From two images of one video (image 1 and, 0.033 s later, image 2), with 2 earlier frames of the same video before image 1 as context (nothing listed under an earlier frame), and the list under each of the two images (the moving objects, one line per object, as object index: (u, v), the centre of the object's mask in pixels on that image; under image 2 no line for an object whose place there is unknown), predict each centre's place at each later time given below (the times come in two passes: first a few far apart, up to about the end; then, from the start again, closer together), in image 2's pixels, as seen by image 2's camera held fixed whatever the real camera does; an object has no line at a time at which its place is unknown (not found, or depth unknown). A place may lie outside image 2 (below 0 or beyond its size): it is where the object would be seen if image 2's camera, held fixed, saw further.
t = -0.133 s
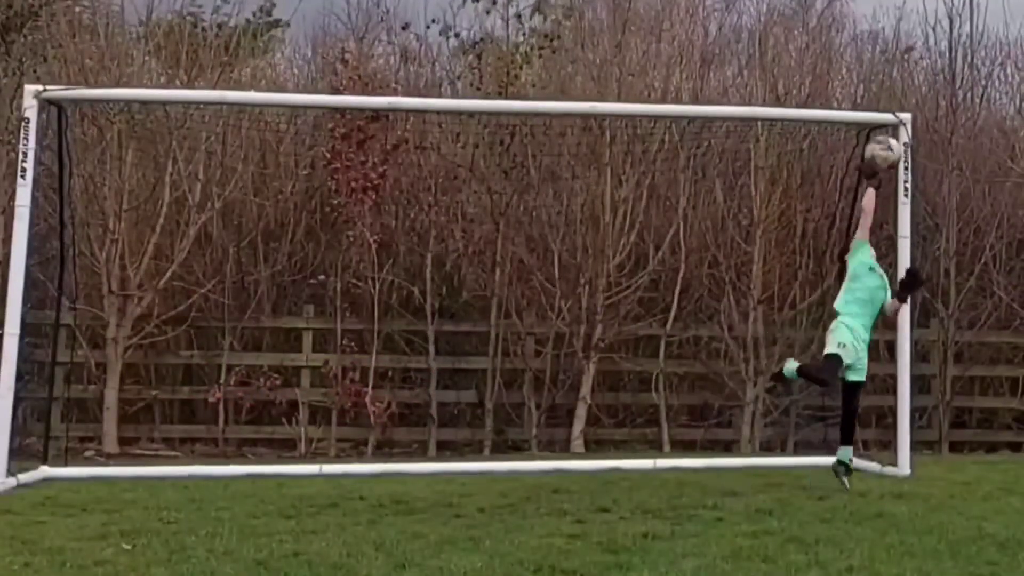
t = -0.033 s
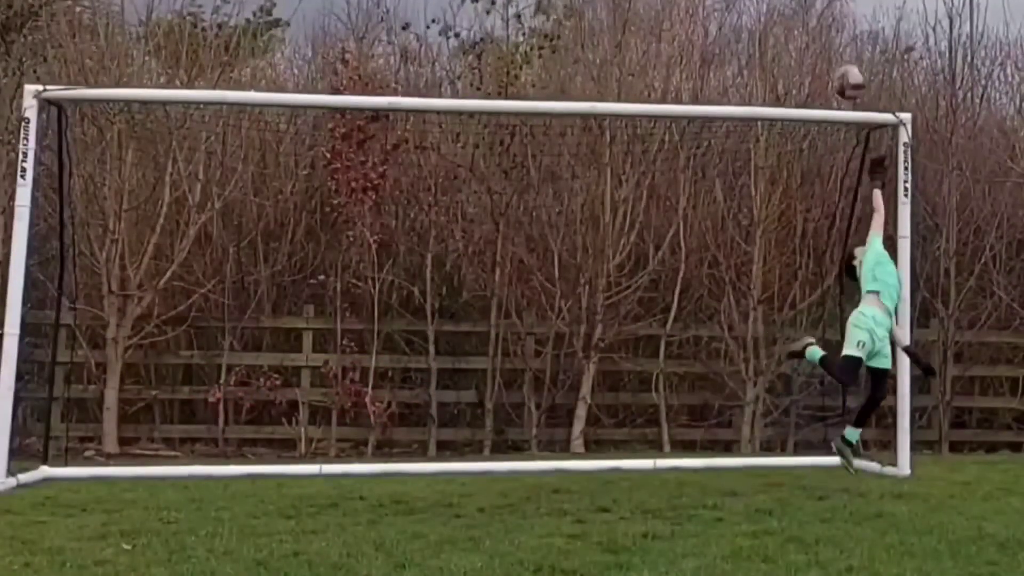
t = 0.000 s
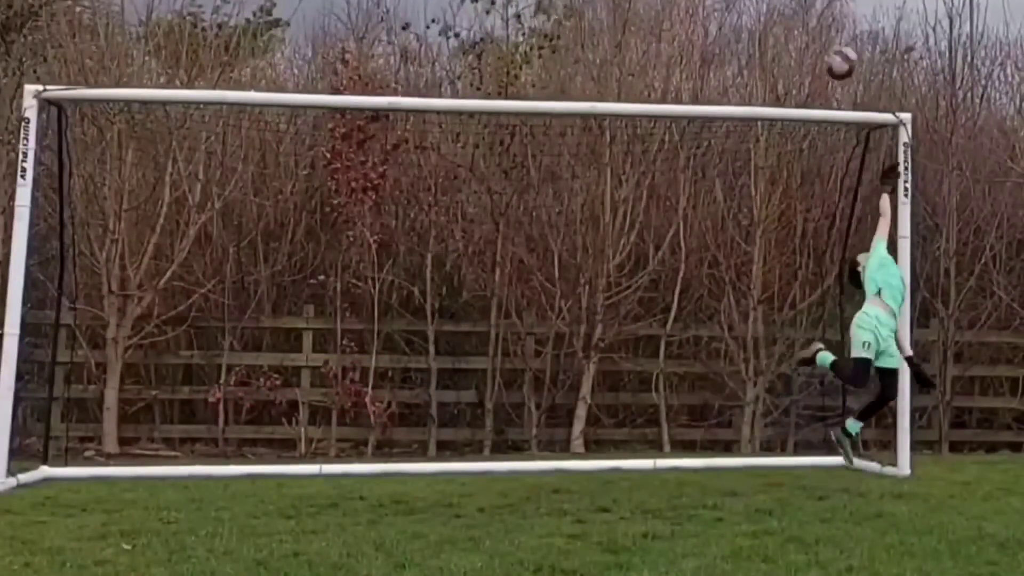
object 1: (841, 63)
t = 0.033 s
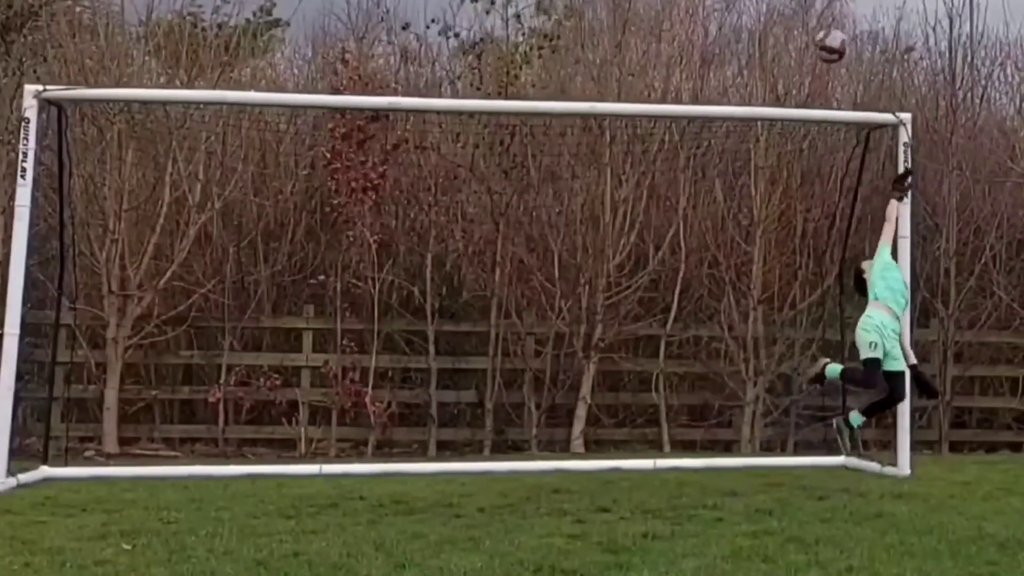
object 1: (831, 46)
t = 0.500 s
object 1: (712, 10)
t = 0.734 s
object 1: (666, 92)
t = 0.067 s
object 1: (822, 31)
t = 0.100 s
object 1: (811, 18)
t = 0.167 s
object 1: (793, 7)
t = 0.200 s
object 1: (784, 3)
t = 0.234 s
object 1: (775, 2)
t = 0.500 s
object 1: (712, 10)
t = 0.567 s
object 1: (700, 27)
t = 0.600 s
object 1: (693, 38)
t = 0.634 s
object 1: (685, 50)
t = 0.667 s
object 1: (678, 65)
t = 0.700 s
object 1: (671, 80)
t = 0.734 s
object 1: (666, 92)
